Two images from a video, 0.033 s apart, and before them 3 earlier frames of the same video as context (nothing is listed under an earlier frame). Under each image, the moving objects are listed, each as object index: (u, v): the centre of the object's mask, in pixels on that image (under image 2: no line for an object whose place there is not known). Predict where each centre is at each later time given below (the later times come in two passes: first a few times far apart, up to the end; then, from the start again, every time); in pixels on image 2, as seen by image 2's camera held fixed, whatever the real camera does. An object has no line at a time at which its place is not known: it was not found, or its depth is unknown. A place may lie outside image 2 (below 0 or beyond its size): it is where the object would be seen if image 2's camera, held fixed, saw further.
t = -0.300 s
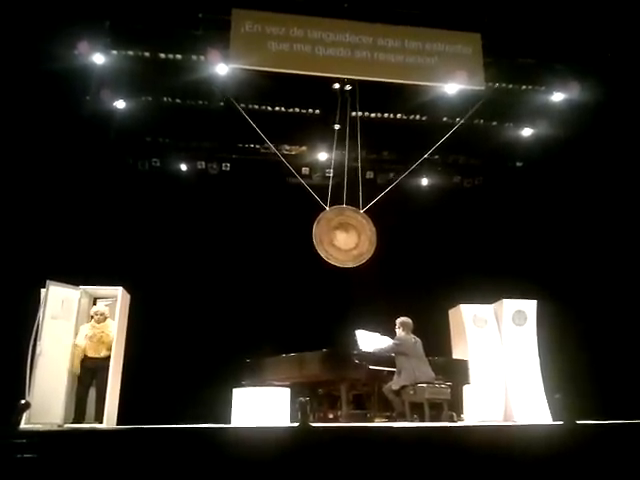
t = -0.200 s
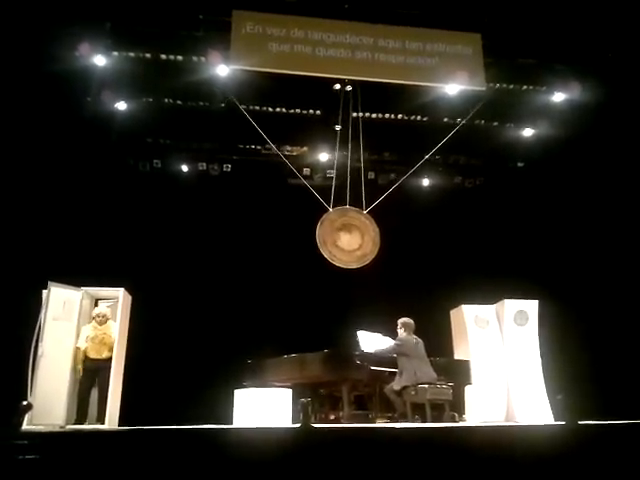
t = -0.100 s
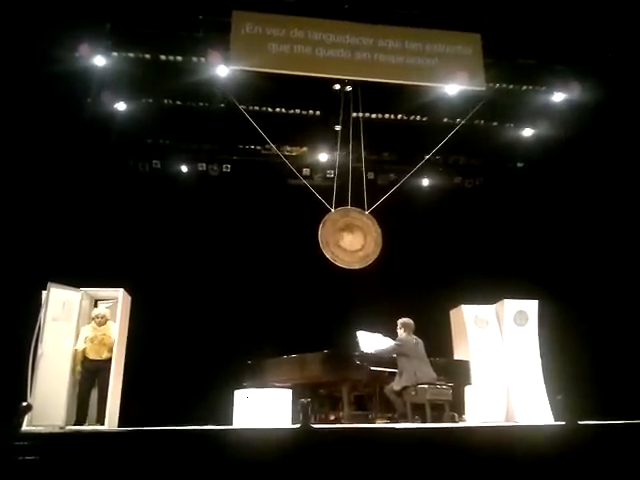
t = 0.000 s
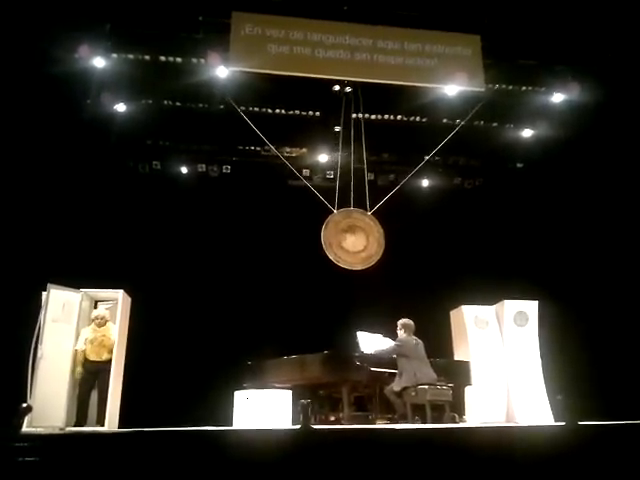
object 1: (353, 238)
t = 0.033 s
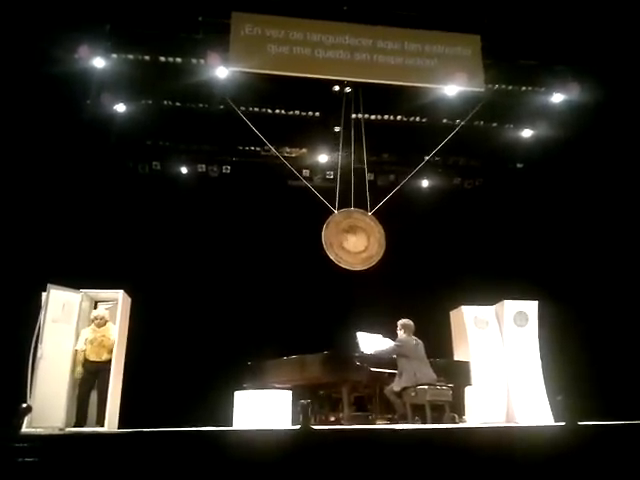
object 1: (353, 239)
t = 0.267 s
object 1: (361, 239)
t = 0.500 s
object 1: (368, 240)
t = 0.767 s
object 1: (375, 240)
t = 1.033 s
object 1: (381, 240)
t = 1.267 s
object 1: (383, 239)
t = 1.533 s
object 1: (383, 239)
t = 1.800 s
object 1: (379, 239)
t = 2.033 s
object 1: (374, 239)
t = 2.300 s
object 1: (366, 239)
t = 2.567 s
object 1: (358, 239)
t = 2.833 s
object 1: (351, 238)
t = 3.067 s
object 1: (346, 238)
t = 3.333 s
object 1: (342, 238)
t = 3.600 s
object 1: (341, 238)
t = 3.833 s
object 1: (342, 238)
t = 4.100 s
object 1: (346, 238)
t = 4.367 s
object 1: (352, 238)
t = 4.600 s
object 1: (359, 239)
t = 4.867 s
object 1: (366, 239)
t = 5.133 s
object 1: (373, 239)
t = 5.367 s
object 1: (378, 239)
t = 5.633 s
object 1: (382, 239)
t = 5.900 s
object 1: (383, 239)
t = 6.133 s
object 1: (381, 239)
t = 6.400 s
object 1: (378, 239)
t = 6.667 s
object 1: (373, 240)
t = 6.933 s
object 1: (367, 239)
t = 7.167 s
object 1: (362, 239)
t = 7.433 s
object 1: (356, 239)
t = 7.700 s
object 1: (350, 239)
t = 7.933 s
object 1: (346, 238)
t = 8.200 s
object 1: (344, 238)
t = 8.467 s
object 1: (344, 238)
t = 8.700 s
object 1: (347, 238)
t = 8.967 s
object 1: (352, 238)
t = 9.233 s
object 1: (359, 238)
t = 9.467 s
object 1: (367, 239)
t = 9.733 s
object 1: (374, 239)
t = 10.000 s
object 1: (380, 238)
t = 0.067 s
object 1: (354, 239)
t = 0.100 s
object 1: (355, 239)
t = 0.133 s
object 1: (357, 239)
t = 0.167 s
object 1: (358, 239)
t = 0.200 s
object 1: (359, 239)
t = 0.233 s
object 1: (360, 239)
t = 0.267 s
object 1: (361, 239)
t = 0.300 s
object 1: (362, 239)
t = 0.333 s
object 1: (363, 240)
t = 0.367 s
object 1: (364, 239)
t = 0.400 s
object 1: (365, 240)
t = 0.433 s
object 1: (366, 240)
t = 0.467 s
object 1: (367, 240)
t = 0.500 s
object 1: (368, 240)
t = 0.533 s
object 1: (369, 240)
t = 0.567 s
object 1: (370, 240)
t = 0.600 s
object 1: (371, 240)
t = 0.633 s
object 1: (372, 240)
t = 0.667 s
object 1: (373, 240)
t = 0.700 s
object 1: (374, 240)
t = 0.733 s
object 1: (375, 240)
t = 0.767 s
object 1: (375, 240)
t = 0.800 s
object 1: (376, 240)
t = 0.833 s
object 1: (377, 240)
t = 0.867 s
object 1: (378, 240)
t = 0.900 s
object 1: (378, 240)
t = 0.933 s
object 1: (379, 240)
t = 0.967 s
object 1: (380, 240)
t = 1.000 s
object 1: (380, 240)
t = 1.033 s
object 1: (381, 240)
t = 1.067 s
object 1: (381, 240)
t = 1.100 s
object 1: (382, 240)
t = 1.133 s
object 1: (382, 240)
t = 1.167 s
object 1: (382, 240)
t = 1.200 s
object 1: (383, 239)
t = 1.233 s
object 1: (383, 239)
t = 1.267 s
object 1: (383, 239)
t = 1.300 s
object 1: (383, 239)
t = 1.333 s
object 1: (383, 239)
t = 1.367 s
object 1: (383, 239)
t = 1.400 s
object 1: (383, 239)
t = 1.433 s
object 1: (383, 239)
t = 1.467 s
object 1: (383, 239)
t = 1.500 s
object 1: (383, 239)
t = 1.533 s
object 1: (383, 239)
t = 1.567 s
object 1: (383, 239)
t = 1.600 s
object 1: (382, 239)
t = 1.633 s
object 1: (382, 239)
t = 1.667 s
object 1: (381, 239)
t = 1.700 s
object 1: (381, 239)
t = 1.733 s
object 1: (380, 239)
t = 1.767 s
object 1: (380, 239)
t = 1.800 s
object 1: (379, 239)
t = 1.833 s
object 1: (379, 239)
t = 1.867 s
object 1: (378, 239)
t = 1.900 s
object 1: (377, 239)
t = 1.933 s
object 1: (376, 239)
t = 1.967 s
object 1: (375, 239)
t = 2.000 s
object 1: (375, 239)
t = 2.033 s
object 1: (374, 239)
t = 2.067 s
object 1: (373, 239)
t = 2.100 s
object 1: (372, 239)
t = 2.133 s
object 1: (371, 239)
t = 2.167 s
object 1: (370, 239)
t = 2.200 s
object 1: (369, 239)
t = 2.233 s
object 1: (368, 239)
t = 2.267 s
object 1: (367, 239)
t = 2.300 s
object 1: (366, 239)
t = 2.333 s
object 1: (365, 239)
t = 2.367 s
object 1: (364, 239)
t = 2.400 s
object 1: (363, 239)
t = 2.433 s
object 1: (362, 239)
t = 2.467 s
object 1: (361, 239)
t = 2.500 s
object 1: (360, 239)
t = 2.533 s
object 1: (359, 239)
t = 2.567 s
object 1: (358, 239)
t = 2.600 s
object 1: (357, 239)
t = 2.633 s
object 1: (356, 239)
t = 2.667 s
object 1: (355, 239)
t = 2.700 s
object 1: (354, 238)
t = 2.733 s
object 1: (353, 238)
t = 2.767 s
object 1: (352, 238)
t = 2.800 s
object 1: (352, 238)
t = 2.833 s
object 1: (351, 238)
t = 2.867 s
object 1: (350, 238)
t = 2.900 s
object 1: (349, 238)
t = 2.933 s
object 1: (348, 238)
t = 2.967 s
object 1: (348, 238)
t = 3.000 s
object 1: (347, 238)
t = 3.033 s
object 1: (346, 238)
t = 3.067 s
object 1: (346, 238)
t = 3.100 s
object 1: (345, 238)
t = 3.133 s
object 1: (344, 238)
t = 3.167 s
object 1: (344, 238)
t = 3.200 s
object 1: (343, 238)
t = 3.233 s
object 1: (343, 238)
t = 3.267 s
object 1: (342, 238)
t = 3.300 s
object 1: (342, 238)
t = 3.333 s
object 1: (342, 238)
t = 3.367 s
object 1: (342, 237)
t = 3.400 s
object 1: (341, 238)
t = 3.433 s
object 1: (341, 237)
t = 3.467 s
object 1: (341, 237)
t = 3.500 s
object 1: (341, 237)
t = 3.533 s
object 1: (341, 237)
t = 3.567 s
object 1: (341, 237)
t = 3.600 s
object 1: (341, 238)
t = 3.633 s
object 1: (341, 237)
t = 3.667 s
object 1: (341, 237)
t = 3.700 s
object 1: (341, 238)
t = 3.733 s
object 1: (341, 238)
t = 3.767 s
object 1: (342, 237)
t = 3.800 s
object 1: (342, 238)
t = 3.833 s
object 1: (342, 238)
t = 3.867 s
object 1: (343, 238)
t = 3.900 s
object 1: (343, 238)
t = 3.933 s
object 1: (344, 238)
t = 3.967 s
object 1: (344, 238)
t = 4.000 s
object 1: (345, 238)
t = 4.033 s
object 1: (345, 238)
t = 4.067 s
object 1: (346, 238)
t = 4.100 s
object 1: (346, 238)
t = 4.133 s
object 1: (347, 238)
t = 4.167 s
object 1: (348, 238)
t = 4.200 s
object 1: (349, 238)
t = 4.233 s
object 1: (349, 238)
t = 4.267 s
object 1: (350, 238)
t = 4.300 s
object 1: (351, 238)
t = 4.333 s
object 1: (352, 238)
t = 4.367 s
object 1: (352, 238)
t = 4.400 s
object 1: (353, 238)
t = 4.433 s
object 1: (354, 238)
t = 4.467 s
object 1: (355, 239)
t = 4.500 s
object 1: (356, 239)
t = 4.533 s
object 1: (357, 239)
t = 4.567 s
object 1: (358, 239)
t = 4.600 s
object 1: (359, 239)
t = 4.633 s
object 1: (359, 239)
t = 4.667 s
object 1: (360, 239)
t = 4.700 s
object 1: (361, 239)
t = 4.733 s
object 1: (362, 239)
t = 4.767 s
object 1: (363, 239)
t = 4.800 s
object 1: (364, 239)
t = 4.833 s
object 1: (365, 239)
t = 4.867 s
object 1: (366, 239)
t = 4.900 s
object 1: (367, 239)
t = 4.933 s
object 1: (367, 239)
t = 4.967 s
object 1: (368, 239)
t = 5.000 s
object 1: (369, 239)
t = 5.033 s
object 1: (370, 239)
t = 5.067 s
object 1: (371, 239)
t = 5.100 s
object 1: (372, 239)
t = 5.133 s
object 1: (373, 239)
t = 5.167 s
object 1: (373, 239)
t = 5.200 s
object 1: (374, 239)
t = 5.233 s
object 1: (375, 239)
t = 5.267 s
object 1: (376, 239)
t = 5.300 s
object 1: (376, 239)
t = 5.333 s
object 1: (377, 239)
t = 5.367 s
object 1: (378, 239)
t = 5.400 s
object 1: (379, 239)
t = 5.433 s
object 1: (379, 239)
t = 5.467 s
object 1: (379, 239)
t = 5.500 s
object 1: (380, 239)
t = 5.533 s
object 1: (380, 239)
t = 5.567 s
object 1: (381, 239)
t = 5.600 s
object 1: (381, 239)
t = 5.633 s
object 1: (382, 239)
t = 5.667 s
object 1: (382, 239)
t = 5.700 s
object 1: (382, 239)
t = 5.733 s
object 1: (382, 239)
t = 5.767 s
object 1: (382, 239)
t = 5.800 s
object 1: (383, 239)
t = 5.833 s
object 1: (383, 239)
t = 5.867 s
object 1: (383, 239)
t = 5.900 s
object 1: (383, 239)
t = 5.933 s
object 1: (383, 239)
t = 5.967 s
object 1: (383, 239)
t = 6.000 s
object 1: (382, 239)
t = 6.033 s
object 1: (382, 239)
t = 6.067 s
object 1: (382, 239)
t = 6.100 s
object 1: (382, 239)
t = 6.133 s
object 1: (381, 239)
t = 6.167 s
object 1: (381, 239)
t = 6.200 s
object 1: (381, 239)
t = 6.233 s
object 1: (380, 239)
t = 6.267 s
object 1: (380, 239)
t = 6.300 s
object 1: (379, 239)
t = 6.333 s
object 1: (379, 239)
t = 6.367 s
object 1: (378, 239)
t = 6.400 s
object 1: (378, 239)
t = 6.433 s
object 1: (377, 239)
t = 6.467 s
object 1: (377, 239)
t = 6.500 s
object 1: (376, 239)
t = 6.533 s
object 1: (376, 239)
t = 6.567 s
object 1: (375, 239)
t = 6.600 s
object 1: (374, 239)
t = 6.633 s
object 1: (374, 239)
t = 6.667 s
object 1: (373, 240)
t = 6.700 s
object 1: (372, 239)
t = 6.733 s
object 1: (372, 239)
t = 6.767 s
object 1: (371, 239)
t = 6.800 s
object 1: (370, 239)
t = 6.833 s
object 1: (370, 239)
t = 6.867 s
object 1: (369, 239)
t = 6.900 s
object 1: (368, 240)
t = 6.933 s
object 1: (367, 239)
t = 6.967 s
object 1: (367, 239)
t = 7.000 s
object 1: (366, 239)
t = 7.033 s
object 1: (365, 239)
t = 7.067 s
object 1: (364, 239)
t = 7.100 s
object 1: (364, 240)
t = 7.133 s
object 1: (363, 239)
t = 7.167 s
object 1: (362, 239)
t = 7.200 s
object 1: (361, 239)
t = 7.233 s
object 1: (361, 239)
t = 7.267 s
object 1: (360, 239)
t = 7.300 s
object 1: (359, 239)
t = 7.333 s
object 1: (358, 239)
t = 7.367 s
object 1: (358, 239)
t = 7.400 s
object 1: (357, 239)
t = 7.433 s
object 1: (356, 239)
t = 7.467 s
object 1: (355, 239)
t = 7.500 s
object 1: (355, 239)
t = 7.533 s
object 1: (354, 239)
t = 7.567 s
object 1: (353, 239)
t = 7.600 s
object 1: (352, 239)
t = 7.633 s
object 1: (352, 239)
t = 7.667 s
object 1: (351, 239)
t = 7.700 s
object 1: (350, 239)
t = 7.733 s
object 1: (350, 239)
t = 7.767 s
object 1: (349, 239)
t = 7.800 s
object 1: (348, 239)
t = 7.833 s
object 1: (348, 238)
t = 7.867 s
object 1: (347, 238)
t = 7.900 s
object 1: (347, 238)
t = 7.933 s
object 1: (346, 238)
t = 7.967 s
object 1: (346, 238)
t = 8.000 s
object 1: (346, 238)
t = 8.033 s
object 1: (345, 238)
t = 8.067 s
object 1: (345, 238)
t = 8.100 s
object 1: (345, 238)
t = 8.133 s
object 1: (344, 238)
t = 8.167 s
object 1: (344, 238)
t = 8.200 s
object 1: (344, 238)
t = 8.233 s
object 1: (344, 238)
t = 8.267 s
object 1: (344, 238)
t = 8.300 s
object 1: (344, 238)
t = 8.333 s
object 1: (344, 238)
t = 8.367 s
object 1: (344, 238)
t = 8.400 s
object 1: (344, 238)
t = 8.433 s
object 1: (344, 238)
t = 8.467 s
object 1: (344, 238)
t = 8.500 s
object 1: (344, 238)
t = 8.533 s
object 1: (345, 238)
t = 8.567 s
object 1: (345, 238)
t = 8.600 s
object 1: (346, 238)
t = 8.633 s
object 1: (346, 238)
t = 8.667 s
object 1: (347, 238)
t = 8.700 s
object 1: (347, 238)
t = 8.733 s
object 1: (347, 238)
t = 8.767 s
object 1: (348, 238)
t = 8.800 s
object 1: (349, 238)
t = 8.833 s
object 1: (349, 238)
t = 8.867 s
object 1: (350, 238)
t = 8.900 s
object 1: (351, 238)
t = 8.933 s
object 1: (352, 238)
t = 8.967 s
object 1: (352, 238)
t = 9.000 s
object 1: (353, 238)
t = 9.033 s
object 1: (354, 238)
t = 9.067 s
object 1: (355, 238)
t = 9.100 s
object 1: (356, 238)
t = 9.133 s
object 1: (357, 238)
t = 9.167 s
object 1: (358, 238)
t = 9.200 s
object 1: (358, 238)
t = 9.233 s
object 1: (359, 238)
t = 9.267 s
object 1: (361, 238)
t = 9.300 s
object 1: (362, 238)
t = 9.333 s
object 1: (363, 238)
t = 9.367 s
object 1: (364, 238)
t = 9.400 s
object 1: (365, 239)
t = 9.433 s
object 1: (366, 239)
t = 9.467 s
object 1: (367, 239)
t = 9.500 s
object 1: (368, 238)
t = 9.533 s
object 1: (369, 238)
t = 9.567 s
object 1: (369, 239)
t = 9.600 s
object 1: (370, 238)
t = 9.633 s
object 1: (371, 239)
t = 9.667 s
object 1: (372, 239)
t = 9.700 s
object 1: (373, 239)
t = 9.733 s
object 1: (374, 239)
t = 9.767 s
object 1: (375, 238)
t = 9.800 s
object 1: (376, 238)
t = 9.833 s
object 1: (377, 239)
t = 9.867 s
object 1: (377, 239)
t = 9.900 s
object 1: (378, 238)
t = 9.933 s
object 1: (379, 238)
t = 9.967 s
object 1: (379, 238)
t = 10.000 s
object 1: (380, 238)
